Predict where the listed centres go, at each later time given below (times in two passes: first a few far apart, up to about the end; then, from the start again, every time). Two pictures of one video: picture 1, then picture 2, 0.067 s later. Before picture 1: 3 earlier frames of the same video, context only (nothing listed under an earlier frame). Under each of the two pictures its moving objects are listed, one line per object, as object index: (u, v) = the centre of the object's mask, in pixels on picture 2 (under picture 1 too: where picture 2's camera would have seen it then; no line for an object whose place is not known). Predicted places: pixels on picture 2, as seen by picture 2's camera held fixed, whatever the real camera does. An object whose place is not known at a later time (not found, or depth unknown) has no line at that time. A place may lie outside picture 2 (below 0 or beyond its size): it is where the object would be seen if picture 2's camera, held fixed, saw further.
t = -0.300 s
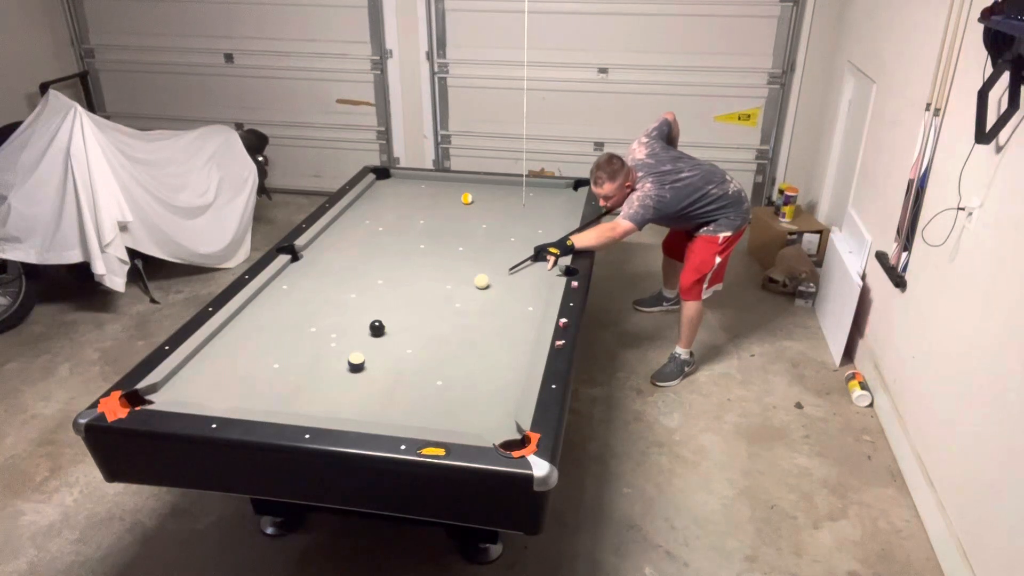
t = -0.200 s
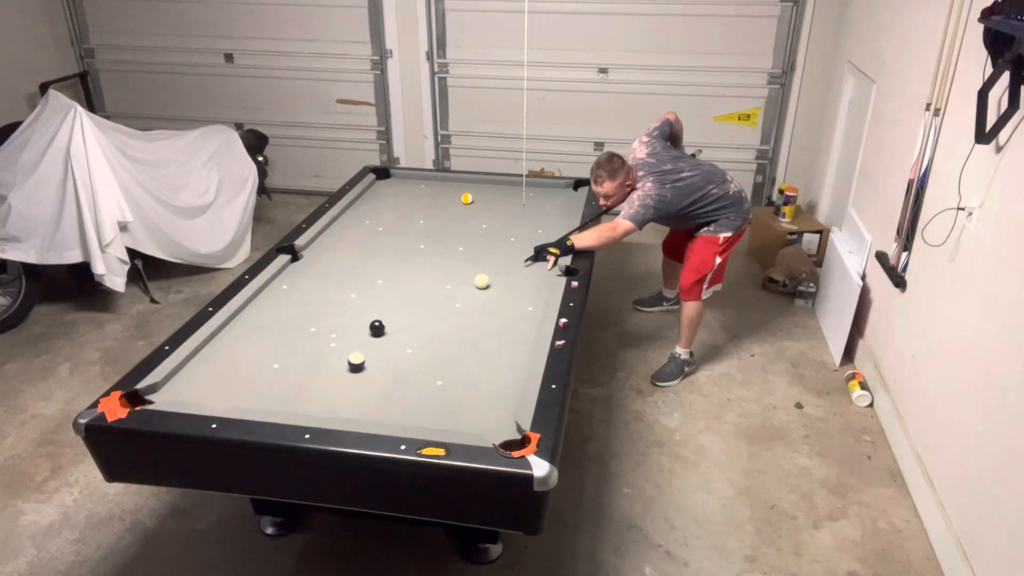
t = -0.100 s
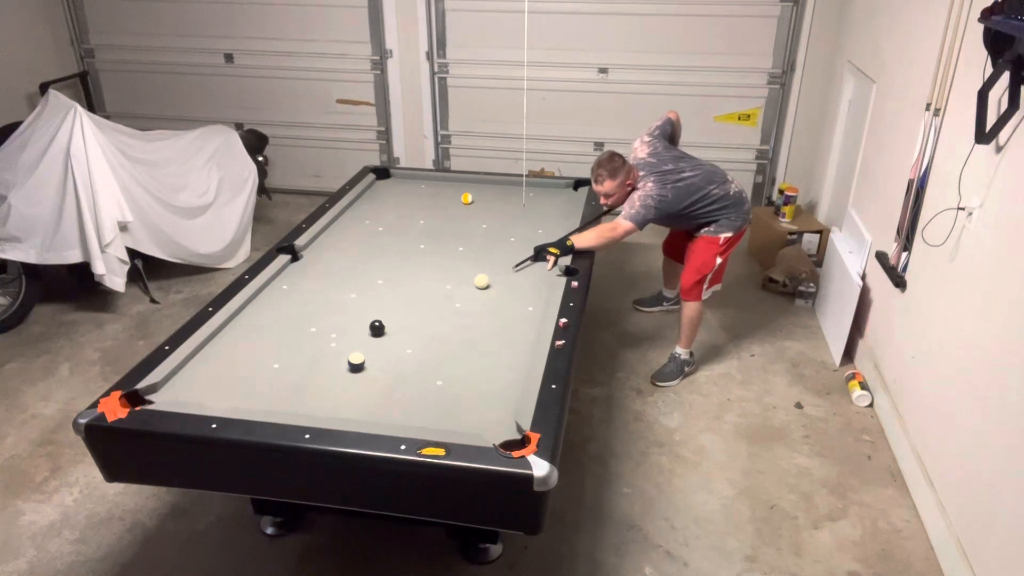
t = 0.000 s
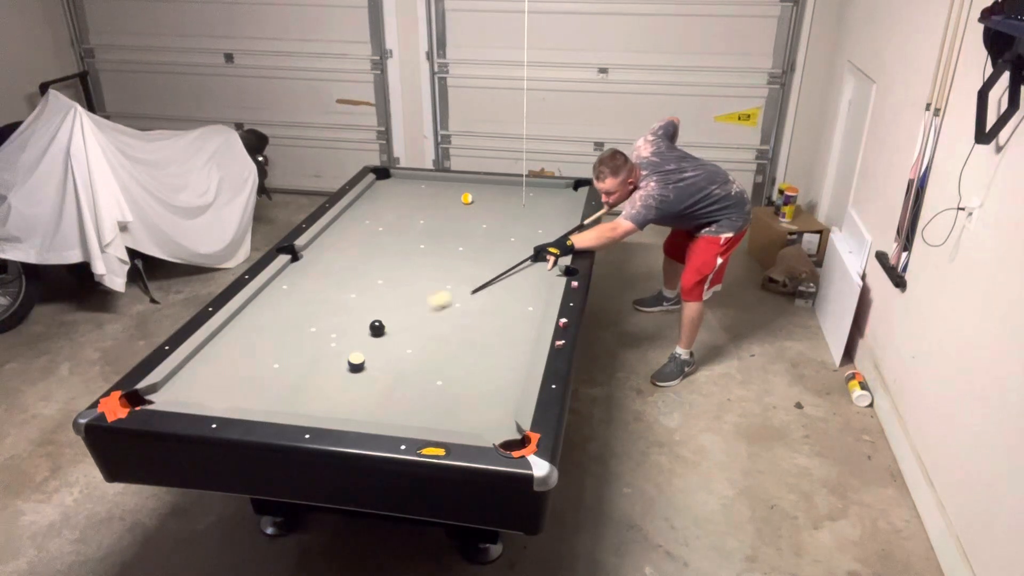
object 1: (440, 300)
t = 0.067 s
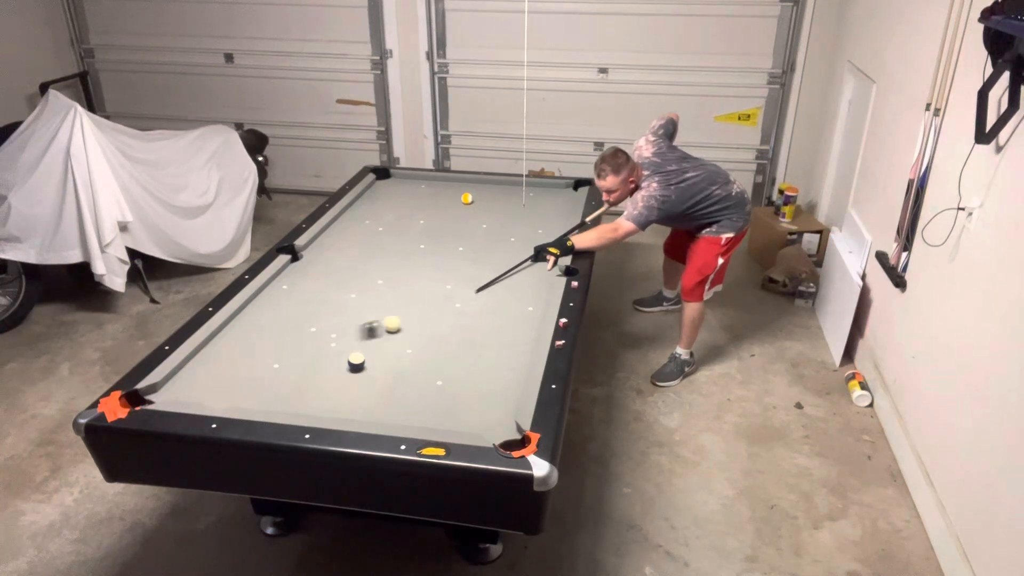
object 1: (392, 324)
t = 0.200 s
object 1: (411, 336)
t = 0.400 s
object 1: (456, 339)
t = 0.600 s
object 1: (504, 338)
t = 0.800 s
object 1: (520, 332)
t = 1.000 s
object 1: (498, 320)
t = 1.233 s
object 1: (475, 308)
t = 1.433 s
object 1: (458, 298)
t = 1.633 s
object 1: (442, 289)
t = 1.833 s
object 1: (427, 280)
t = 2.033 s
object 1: (414, 273)
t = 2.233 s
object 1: (401, 266)
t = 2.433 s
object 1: (390, 259)
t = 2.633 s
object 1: (379, 254)
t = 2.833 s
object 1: (369, 248)
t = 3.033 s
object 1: (360, 243)
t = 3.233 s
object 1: (352, 239)
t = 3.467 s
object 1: (343, 234)
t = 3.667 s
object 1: (336, 230)
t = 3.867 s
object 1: (331, 227)
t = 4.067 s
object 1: (336, 226)
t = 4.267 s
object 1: (341, 225)
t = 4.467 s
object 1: (346, 224)
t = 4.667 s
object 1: (349, 224)
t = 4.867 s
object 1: (352, 224)
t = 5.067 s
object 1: (354, 224)
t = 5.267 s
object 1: (355, 224)
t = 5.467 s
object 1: (356, 224)
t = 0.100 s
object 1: (396, 328)
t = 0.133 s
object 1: (400, 331)
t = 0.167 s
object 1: (405, 334)
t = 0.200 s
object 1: (411, 336)
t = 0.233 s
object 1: (418, 338)
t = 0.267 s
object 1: (424, 339)
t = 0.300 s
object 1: (432, 339)
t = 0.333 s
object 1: (440, 340)
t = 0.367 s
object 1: (448, 339)
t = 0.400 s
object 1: (456, 339)
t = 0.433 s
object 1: (464, 339)
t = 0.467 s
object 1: (472, 339)
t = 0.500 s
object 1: (480, 339)
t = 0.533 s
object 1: (488, 339)
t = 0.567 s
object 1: (496, 339)
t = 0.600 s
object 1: (504, 338)
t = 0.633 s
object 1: (512, 339)
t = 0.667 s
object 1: (520, 338)
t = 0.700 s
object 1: (527, 338)
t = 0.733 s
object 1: (527, 337)
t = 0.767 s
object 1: (523, 334)
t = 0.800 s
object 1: (520, 332)
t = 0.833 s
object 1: (516, 330)
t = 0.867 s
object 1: (512, 328)
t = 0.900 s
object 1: (509, 326)
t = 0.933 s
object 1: (505, 324)
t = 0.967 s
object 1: (501, 322)
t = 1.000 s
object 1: (498, 320)
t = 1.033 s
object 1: (495, 318)
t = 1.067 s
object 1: (491, 316)
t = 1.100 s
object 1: (488, 315)
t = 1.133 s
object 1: (485, 312)
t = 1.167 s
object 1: (482, 311)
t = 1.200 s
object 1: (478, 309)
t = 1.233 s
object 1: (475, 308)
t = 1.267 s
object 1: (472, 306)
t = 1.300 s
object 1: (470, 304)
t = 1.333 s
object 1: (467, 303)
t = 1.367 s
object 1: (464, 301)
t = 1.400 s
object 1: (461, 299)
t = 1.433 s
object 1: (458, 298)
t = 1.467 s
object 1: (455, 296)
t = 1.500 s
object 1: (452, 295)
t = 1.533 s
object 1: (450, 293)
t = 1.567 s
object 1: (447, 292)
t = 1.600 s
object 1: (445, 290)
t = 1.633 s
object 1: (442, 289)
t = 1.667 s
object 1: (440, 287)
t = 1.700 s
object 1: (437, 286)
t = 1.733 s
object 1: (434, 284)
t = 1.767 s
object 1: (432, 283)
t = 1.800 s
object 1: (430, 281)
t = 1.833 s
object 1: (427, 280)
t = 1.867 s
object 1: (425, 279)
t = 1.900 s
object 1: (423, 278)
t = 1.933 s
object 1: (420, 276)
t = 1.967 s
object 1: (418, 275)
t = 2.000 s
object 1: (416, 274)
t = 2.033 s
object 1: (414, 273)
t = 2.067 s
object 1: (411, 272)
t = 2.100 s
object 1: (409, 270)
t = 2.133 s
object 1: (407, 269)
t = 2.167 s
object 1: (405, 268)
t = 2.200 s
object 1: (403, 267)
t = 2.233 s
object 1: (401, 266)
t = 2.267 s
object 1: (399, 265)
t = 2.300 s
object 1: (397, 264)
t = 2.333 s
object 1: (395, 263)
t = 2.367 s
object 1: (393, 261)
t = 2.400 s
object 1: (392, 260)
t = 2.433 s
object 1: (390, 259)
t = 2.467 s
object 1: (388, 258)
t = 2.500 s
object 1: (386, 257)
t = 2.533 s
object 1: (384, 256)
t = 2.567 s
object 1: (382, 255)
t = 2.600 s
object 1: (381, 254)
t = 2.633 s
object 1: (379, 254)
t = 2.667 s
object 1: (377, 253)
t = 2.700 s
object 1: (375, 252)
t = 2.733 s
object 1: (374, 251)
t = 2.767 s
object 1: (372, 250)
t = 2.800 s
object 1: (371, 249)
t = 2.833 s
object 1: (369, 248)
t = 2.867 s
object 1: (367, 247)
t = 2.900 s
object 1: (366, 247)
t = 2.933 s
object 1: (365, 246)
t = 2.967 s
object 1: (363, 245)
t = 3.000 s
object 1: (361, 244)
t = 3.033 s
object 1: (360, 243)
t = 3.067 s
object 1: (359, 243)
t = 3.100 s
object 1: (357, 242)
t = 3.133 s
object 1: (356, 241)
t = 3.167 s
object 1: (355, 240)
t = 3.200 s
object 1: (353, 240)
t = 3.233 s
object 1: (352, 239)
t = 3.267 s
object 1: (350, 238)
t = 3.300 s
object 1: (349, 237)
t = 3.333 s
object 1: (348, 237)
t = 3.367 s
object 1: (347, 236)
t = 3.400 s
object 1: (346, 235)
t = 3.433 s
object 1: (344, 234)
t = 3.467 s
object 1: (343, 234)
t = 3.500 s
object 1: (342, 233)
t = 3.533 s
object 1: (341, 233)
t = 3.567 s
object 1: (339, 232)
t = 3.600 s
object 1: (339, 231)
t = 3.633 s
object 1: (337, 231)
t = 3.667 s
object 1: (336, 230)
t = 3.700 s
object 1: (335, 230)
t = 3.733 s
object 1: (335, 229)
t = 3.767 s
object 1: (333, 229)
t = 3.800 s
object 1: (332, 228)
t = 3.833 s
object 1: (331, 227)
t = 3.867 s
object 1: (331, 227)
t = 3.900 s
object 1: (331, 227)
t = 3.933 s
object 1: (332, 226)
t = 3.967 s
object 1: (333, 226)
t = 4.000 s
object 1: (334, 226)
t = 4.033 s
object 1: (335, 226)
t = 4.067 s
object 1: (336, 226)
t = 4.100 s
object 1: (337, 226)
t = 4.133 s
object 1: (338, 226)
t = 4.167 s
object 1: (339, 225)
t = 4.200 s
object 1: (340, 225)
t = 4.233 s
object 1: (340, 225)
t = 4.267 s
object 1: (341, 225)
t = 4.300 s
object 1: (342, 225)
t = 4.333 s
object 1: (343, 225)
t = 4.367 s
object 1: (343, 225)
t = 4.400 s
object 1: (344, 225)
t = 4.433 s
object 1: (345, 225)
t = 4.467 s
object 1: (346, 224)
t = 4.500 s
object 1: (346, 224)
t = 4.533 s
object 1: (347, 224)
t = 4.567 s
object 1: (348, 224)
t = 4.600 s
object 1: (348, 224)
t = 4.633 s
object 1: (349, 224)
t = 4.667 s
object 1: (349, 224)
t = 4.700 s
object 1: (350, 224)
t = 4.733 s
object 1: (350, 224)
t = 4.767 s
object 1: (351, 224)
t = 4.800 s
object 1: (351, 224)
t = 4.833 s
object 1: (352, 224)
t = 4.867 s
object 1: (352, 224)
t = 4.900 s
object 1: (352, 224)
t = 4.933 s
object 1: (353, 224)
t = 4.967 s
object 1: (353, 224)
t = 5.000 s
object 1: (353, 224)
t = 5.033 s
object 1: (354, 224)
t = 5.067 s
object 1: (354, 224)
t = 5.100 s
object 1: (354, 224)
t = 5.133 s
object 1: (354, 224)
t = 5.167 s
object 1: (355, 224)
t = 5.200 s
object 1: (355, 224)
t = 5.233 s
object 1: (355, 224)
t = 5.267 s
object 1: (355, 224)
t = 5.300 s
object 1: (355, 224)
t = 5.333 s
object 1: (355, 224)
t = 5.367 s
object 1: (356, 224)
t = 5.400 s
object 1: (356, 224)
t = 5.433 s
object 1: (356, 224)
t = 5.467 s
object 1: (356, 224)
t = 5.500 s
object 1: (355, 224)
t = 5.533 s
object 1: (355, 224)
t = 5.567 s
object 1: (356, 224)
